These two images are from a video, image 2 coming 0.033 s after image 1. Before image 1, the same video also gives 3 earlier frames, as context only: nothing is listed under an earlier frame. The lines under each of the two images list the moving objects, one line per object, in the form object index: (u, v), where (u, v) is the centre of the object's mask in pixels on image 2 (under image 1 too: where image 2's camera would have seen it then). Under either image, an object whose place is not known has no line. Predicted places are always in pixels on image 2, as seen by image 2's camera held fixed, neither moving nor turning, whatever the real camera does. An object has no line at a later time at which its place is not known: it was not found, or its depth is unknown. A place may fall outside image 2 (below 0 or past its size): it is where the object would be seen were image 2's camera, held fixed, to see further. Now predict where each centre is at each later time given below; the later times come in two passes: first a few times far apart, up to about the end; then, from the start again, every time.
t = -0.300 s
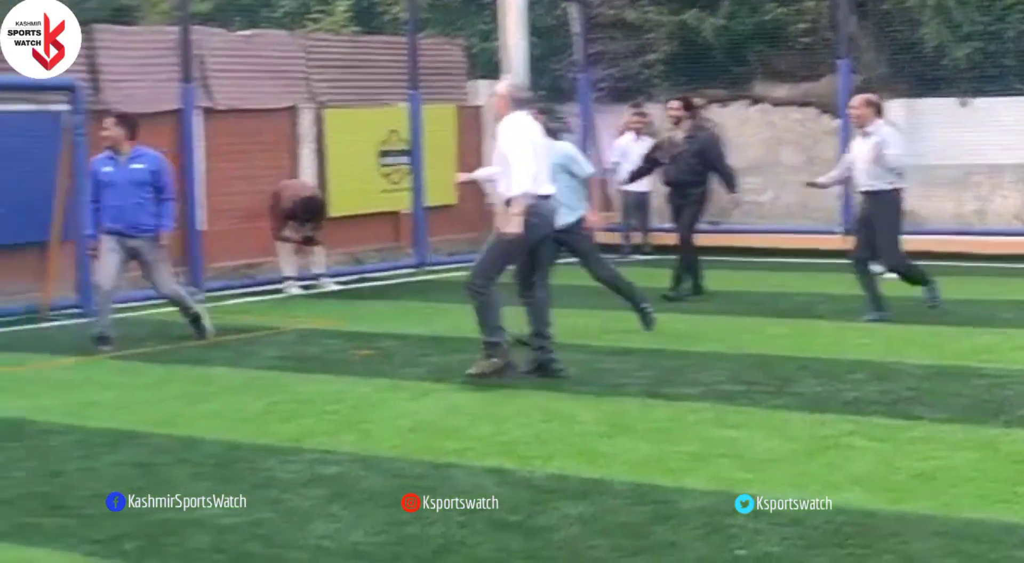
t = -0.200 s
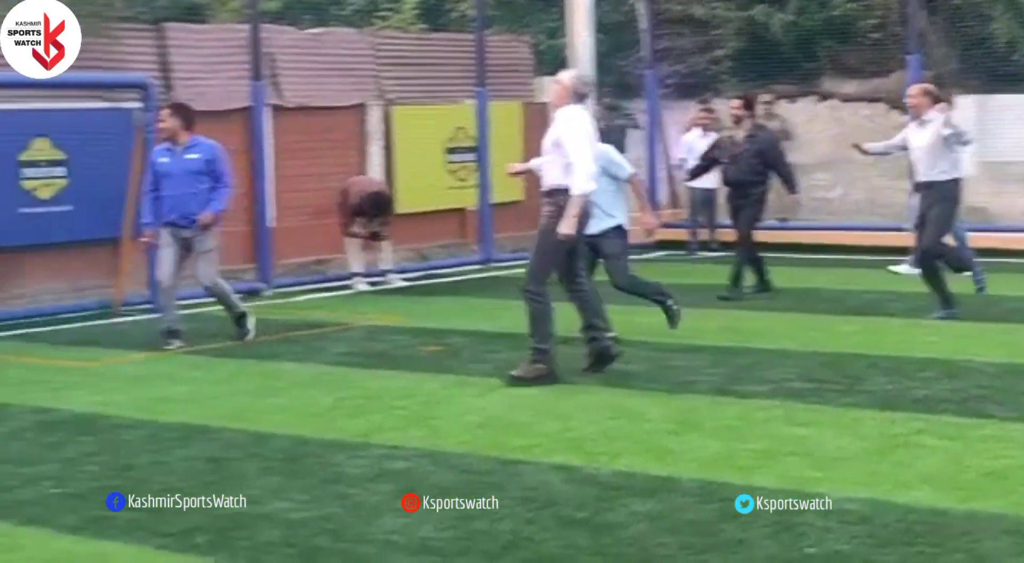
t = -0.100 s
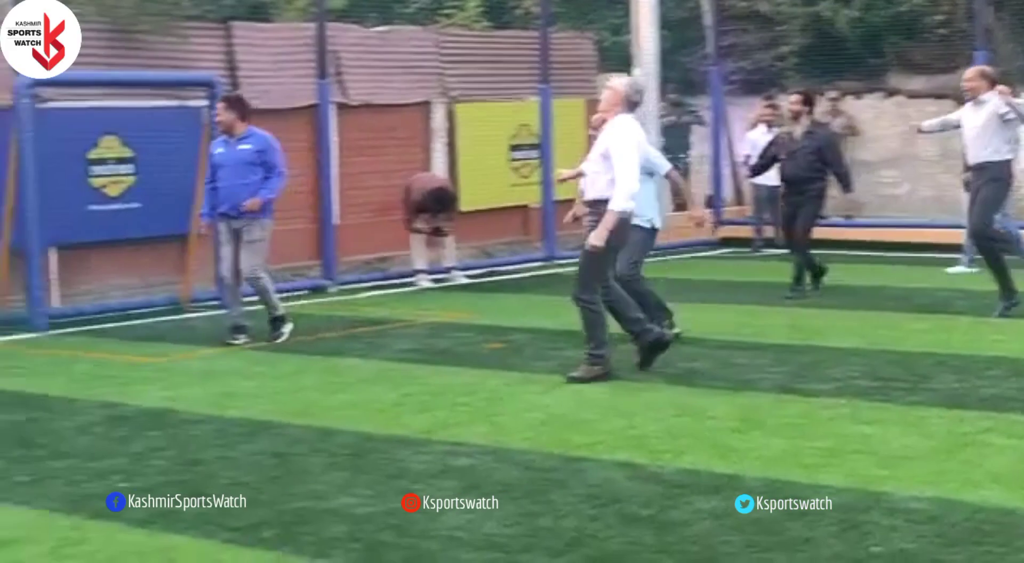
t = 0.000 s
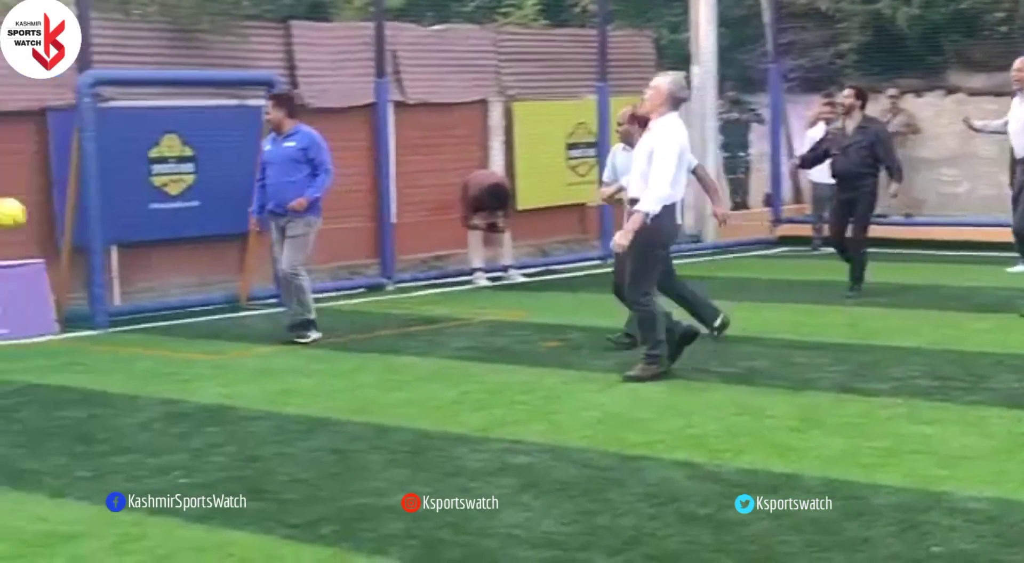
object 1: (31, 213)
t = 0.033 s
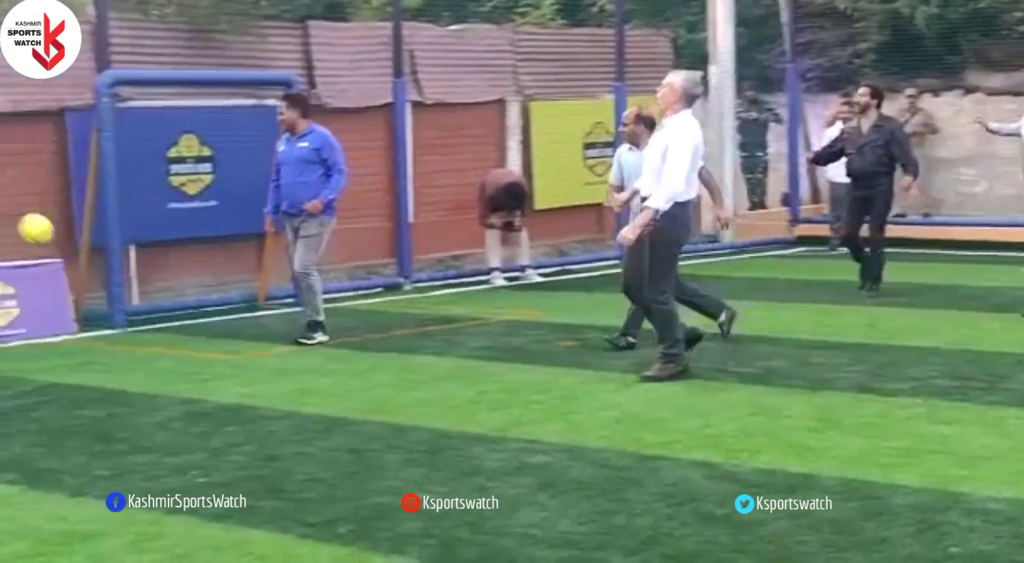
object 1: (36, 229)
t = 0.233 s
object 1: (83, 334)
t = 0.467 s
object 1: (108, 253)
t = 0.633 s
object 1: (129, 239)
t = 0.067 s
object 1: (44, 247)
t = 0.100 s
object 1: (53, 267)
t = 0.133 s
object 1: (62, 289)
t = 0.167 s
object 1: (71, 313)
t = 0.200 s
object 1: (79, 339)
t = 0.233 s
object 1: (83, 334)
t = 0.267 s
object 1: (87, 317)
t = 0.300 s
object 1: (90, 303)
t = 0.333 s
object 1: (94, 290)
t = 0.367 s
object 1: (97, 278)
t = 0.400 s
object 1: (101, 268)
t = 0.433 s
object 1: (105, 260)
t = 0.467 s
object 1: (108, 253)
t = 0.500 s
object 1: (112, 247)
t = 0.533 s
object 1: (115, 242)
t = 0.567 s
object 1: (120, 239)
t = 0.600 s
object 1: (125, 238)
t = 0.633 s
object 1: (129, 239)
